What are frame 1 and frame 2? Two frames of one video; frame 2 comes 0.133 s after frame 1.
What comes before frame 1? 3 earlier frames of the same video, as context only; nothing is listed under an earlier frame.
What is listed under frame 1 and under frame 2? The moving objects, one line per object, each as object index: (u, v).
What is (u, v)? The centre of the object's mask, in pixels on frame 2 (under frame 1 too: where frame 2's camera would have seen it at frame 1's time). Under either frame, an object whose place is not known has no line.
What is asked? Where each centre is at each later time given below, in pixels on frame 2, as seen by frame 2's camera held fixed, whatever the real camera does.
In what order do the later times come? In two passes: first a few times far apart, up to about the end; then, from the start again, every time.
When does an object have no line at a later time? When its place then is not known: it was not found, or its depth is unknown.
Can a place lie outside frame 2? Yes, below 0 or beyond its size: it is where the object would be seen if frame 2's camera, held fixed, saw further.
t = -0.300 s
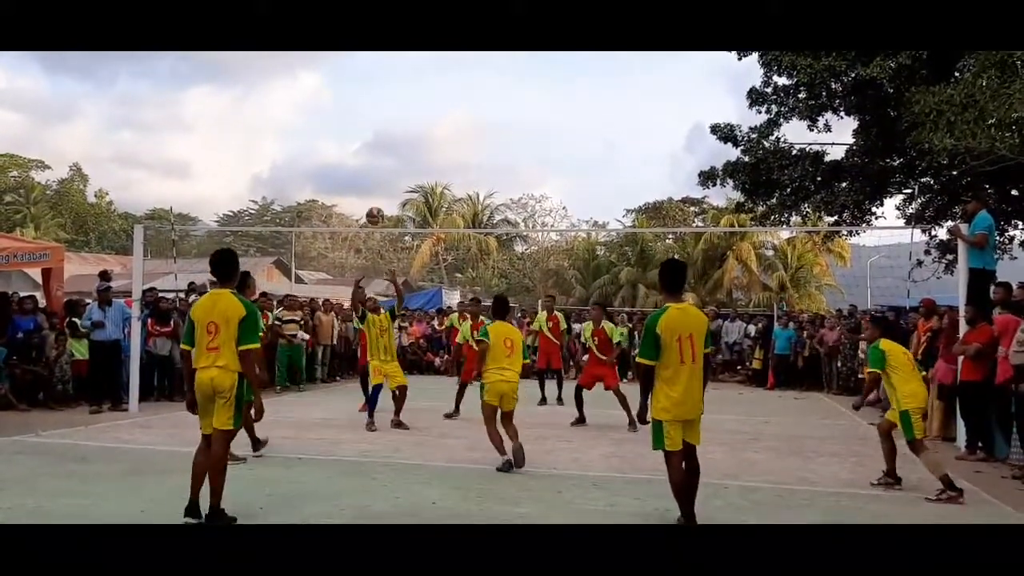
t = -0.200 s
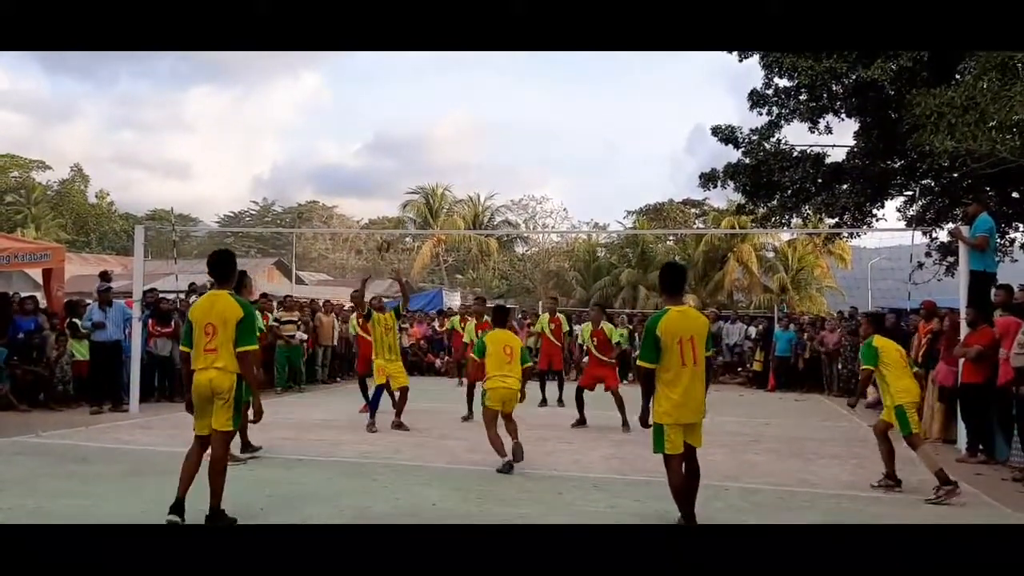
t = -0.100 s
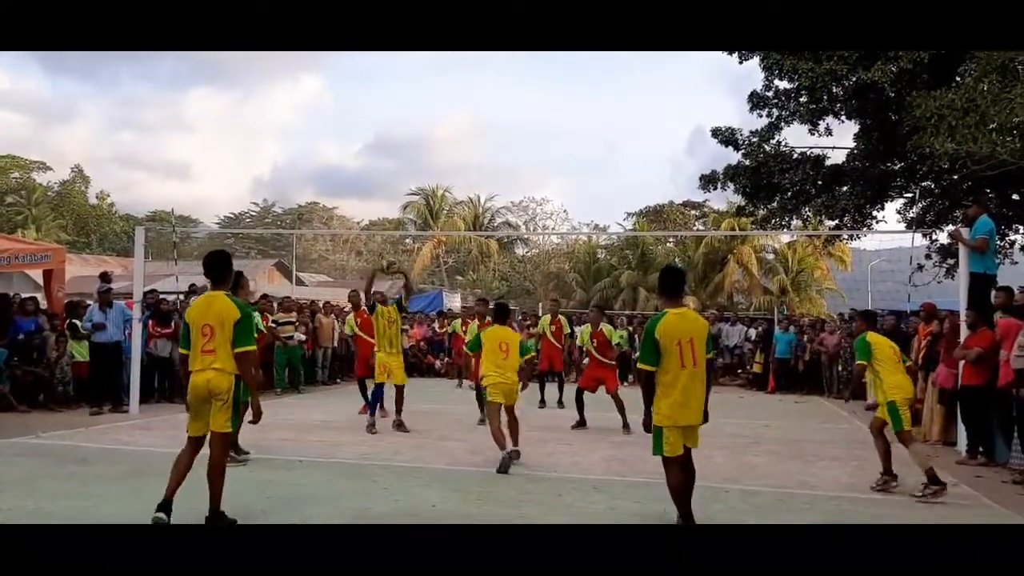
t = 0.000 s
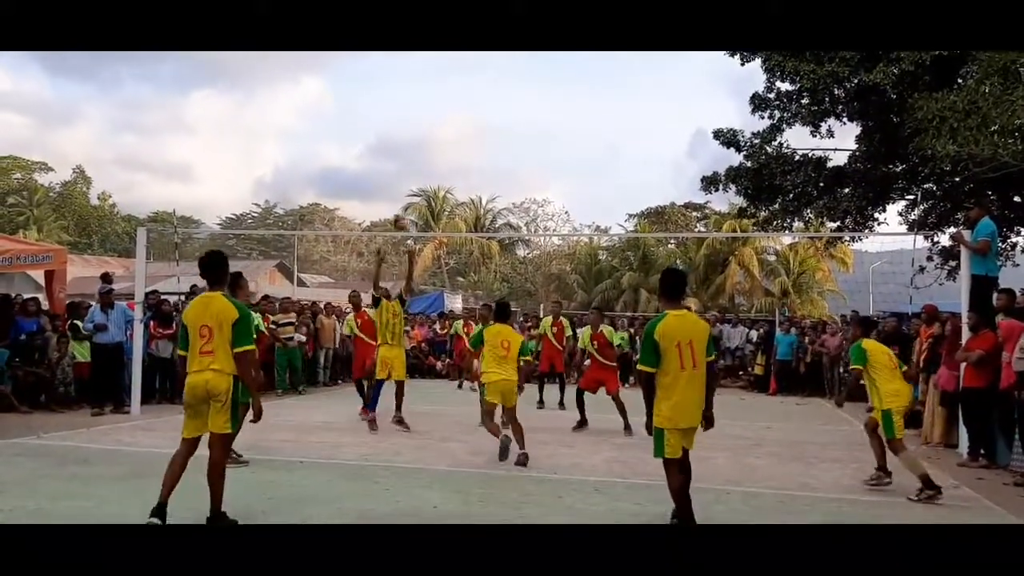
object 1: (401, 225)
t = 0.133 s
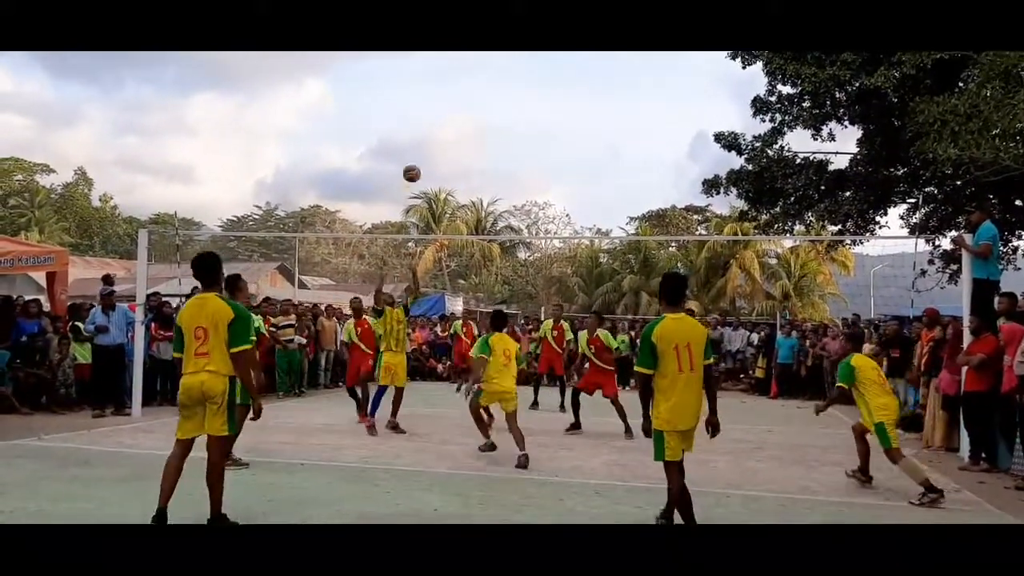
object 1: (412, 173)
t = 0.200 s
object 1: (417, 153)
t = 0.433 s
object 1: (432, 111)
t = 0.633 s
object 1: (442, 110)
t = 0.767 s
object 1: (449, 129)
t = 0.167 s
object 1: (414, 163)
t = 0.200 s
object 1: (417, 153)
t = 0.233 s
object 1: (419, 145)
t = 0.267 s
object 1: (421, 137)
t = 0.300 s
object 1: (423, 130)
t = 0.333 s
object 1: (425, 124)
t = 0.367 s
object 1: (428, 119)
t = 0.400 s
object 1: (430, 115)
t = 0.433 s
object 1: (432, 111)
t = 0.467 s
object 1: (433, 109)
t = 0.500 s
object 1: (435, 107)
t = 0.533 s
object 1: (437, 107)
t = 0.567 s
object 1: (439, 107)
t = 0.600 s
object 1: (441, 108)
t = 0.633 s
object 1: (442, 110)
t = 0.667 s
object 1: (444, 114)
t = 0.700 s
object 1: (446, 118)
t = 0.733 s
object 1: (448, 123)
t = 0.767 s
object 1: (449, 129)
